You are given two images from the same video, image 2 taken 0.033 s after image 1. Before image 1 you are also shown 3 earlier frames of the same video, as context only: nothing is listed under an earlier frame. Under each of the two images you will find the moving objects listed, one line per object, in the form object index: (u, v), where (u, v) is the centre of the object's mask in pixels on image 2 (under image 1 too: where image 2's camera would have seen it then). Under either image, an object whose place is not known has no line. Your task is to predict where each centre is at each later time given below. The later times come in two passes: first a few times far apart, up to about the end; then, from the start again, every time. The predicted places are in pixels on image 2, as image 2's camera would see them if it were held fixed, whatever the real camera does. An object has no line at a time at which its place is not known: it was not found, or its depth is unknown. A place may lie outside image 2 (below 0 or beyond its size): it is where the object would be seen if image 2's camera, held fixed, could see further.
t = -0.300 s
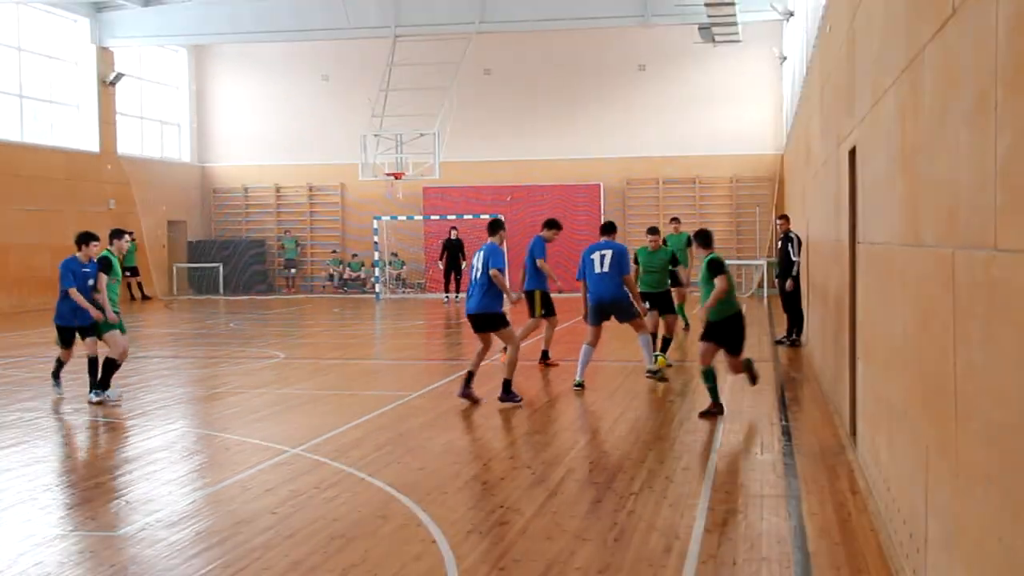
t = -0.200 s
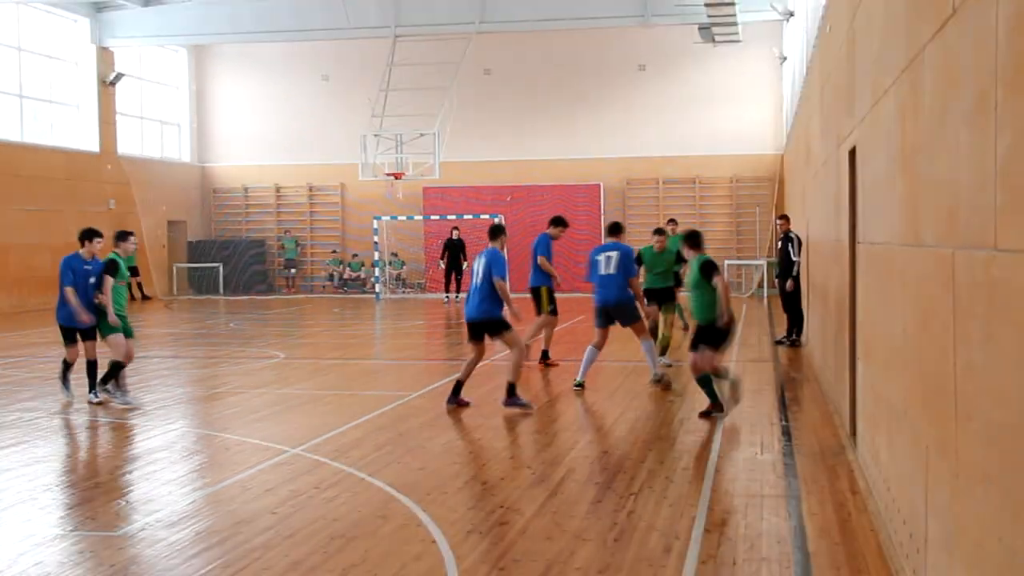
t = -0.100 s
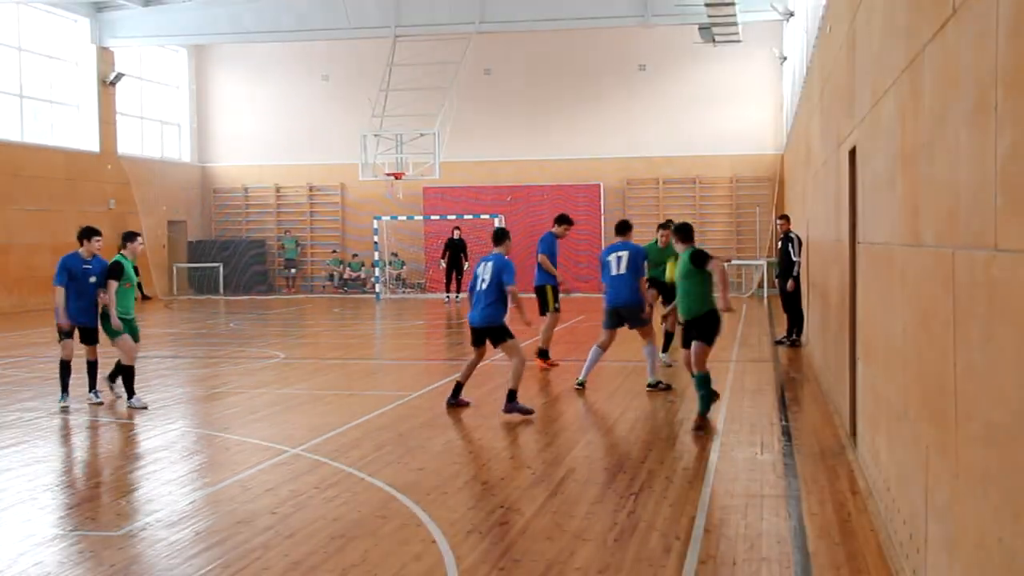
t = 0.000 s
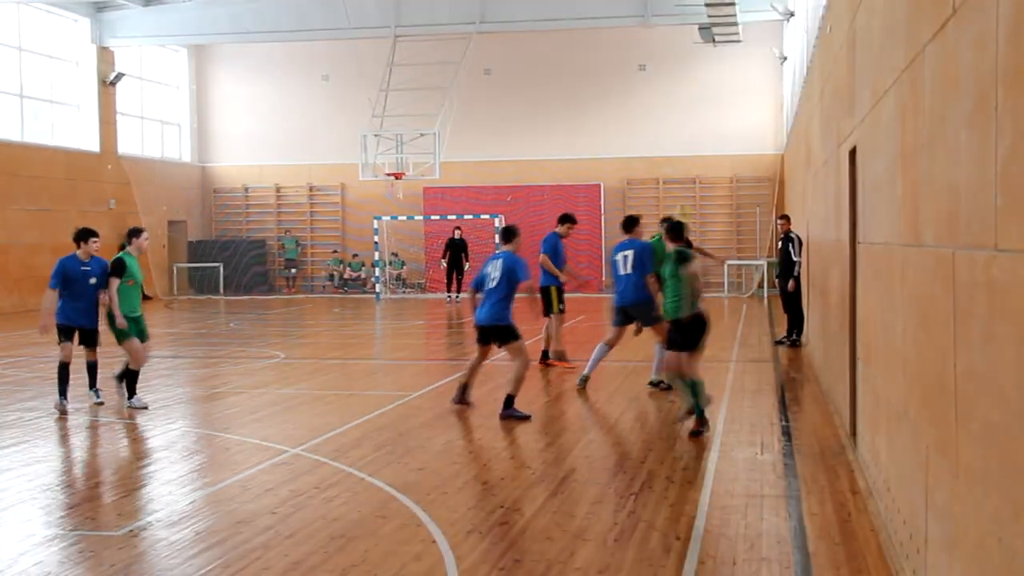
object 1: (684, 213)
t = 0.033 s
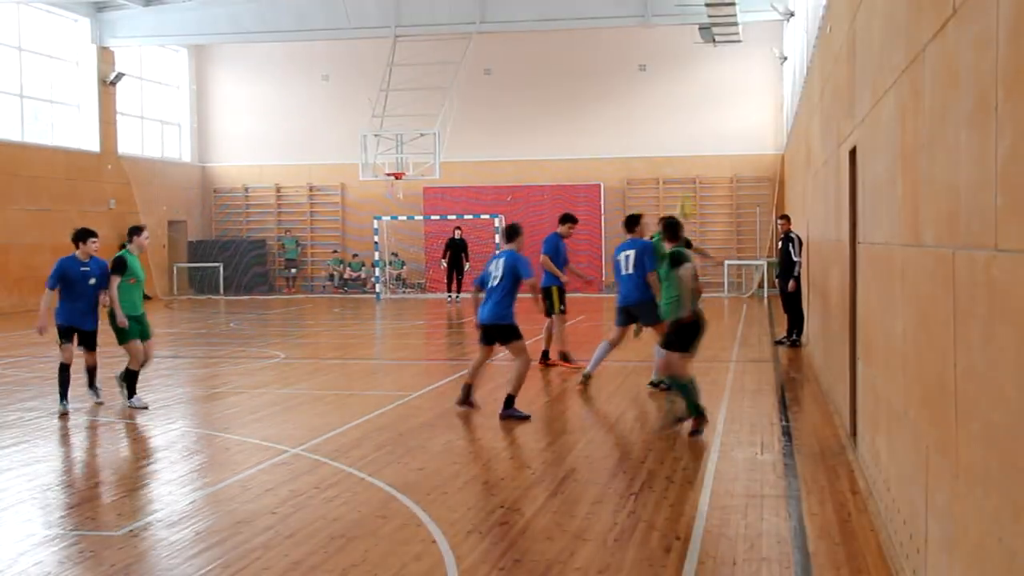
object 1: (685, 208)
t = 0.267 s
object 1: (709, 114)
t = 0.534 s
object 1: (740, 64)
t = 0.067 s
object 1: (688, 190)
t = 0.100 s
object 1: (692, 174)
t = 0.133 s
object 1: (696, 158)
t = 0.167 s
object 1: (699, 146)
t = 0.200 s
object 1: (703, 135)
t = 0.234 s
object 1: (707, 122)
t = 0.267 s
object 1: (709, 114)
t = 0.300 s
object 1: (713, 103)
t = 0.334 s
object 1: (717, 94)
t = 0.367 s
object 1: (720, 85)
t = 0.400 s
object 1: (723, 79)
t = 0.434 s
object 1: (728, 73)
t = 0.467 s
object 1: (732, 70)
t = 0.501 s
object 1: (736, 67)
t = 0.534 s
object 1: (740, 64)
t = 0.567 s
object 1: (744, 63)
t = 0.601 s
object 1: (748, 63)
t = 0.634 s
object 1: (750, 64)
